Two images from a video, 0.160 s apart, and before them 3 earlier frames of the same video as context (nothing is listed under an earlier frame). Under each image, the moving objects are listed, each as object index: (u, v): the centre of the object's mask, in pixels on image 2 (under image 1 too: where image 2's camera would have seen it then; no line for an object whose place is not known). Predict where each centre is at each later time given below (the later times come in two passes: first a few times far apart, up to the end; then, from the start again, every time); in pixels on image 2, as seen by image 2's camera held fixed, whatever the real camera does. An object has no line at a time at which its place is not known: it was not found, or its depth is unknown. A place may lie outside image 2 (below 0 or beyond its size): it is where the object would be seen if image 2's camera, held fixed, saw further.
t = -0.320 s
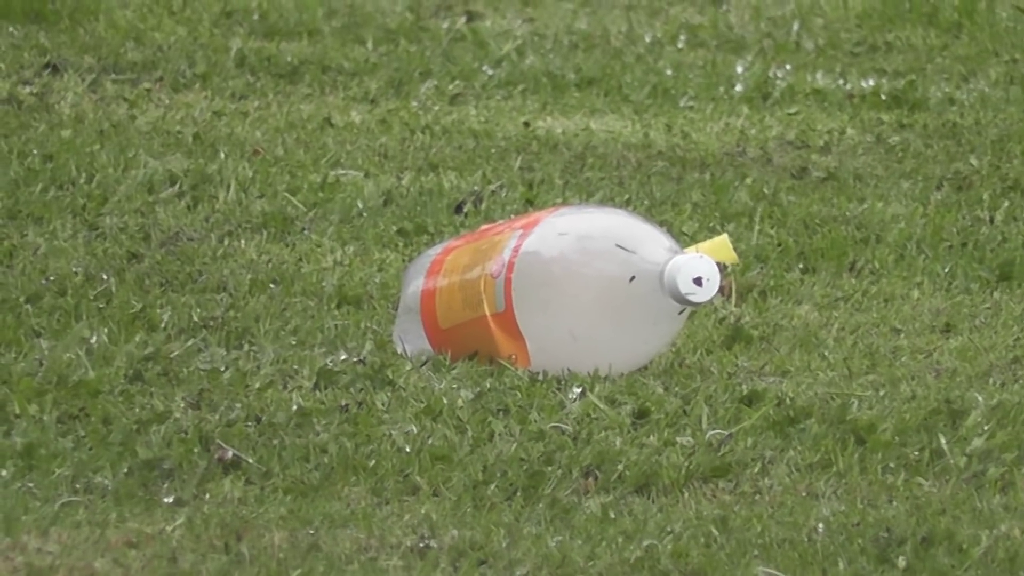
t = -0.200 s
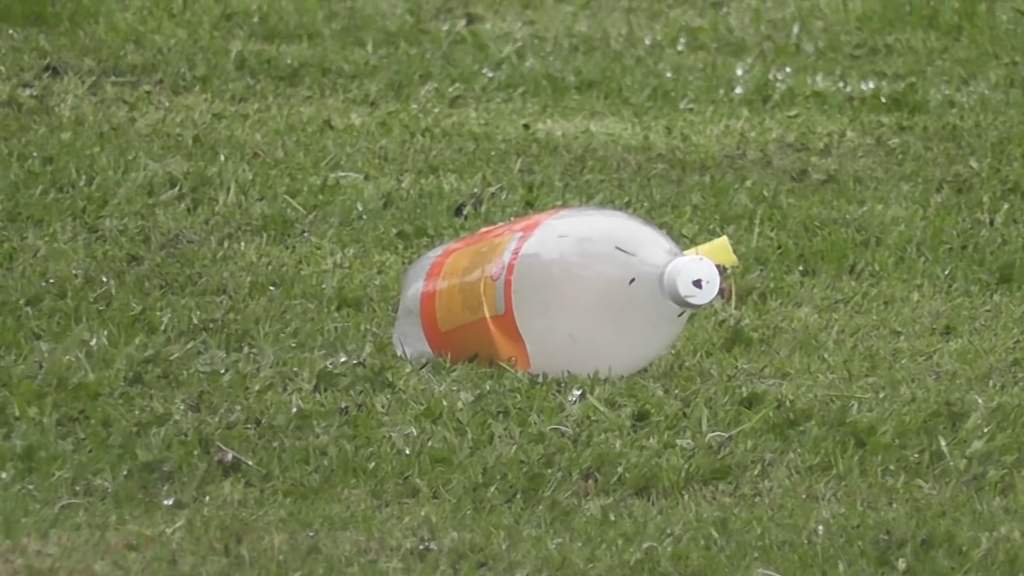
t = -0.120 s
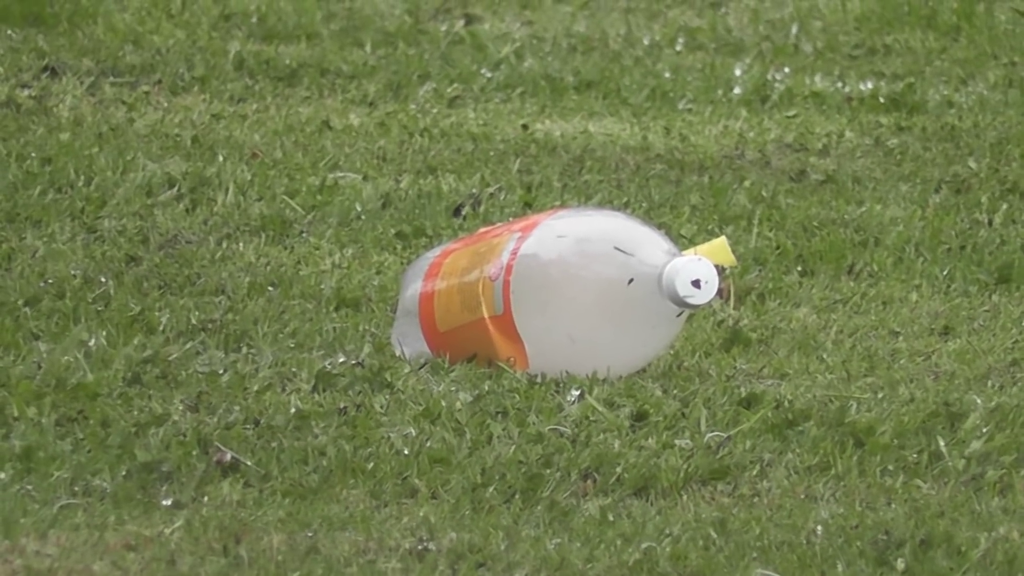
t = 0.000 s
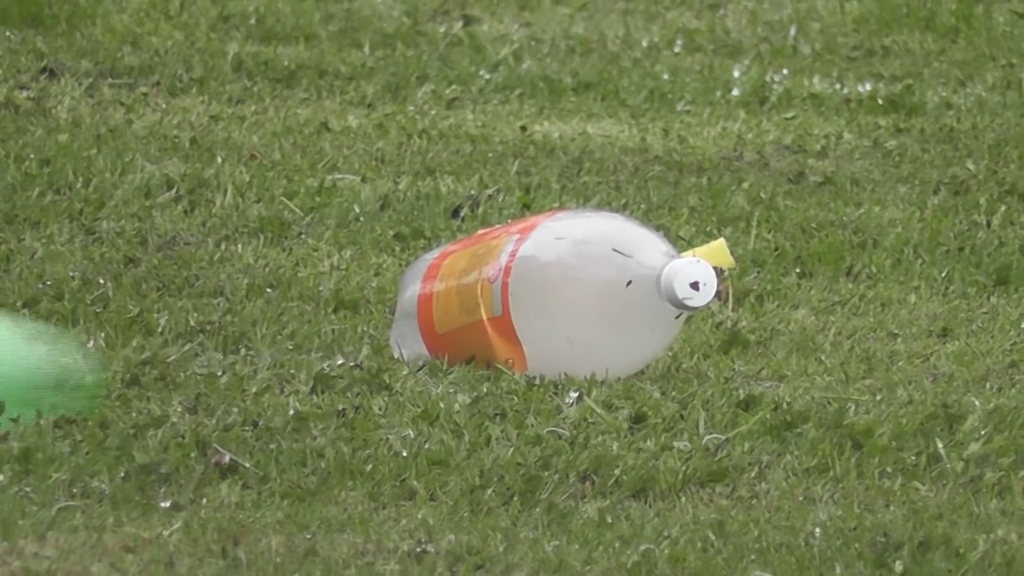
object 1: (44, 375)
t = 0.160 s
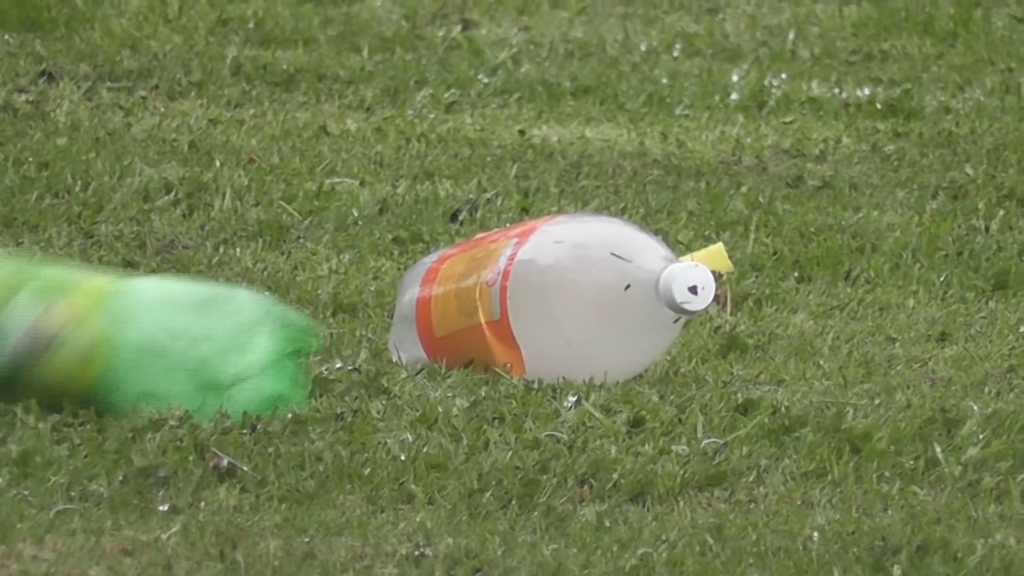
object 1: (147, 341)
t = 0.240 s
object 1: (177, 327)
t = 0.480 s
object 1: (223, 329)
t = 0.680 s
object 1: (216, 332)
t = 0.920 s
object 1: (214, 332)
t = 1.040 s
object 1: (212, 331)
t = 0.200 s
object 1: (163, 333)
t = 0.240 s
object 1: (177, 327)
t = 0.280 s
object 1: (184, 327)
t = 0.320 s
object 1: (198, 328)
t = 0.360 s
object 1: (212, 326)
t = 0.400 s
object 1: (219, 326)
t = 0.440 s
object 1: (221, 328)
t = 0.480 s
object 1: (223, 329)
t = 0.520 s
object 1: (224, 329)
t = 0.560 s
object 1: (224, 330)
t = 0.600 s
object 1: (221, 330)
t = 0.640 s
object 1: (218, 331)
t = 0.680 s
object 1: (216, 332)
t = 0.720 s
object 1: (215, 332)
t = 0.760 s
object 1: (214, 332)
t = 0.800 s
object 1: (214, 332)
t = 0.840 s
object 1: (214, 332)
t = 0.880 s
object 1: (214, 332)
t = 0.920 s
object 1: (214, 332)
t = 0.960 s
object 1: (213, 332)
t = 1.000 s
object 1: (212, 332)
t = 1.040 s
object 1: (212, 331)
